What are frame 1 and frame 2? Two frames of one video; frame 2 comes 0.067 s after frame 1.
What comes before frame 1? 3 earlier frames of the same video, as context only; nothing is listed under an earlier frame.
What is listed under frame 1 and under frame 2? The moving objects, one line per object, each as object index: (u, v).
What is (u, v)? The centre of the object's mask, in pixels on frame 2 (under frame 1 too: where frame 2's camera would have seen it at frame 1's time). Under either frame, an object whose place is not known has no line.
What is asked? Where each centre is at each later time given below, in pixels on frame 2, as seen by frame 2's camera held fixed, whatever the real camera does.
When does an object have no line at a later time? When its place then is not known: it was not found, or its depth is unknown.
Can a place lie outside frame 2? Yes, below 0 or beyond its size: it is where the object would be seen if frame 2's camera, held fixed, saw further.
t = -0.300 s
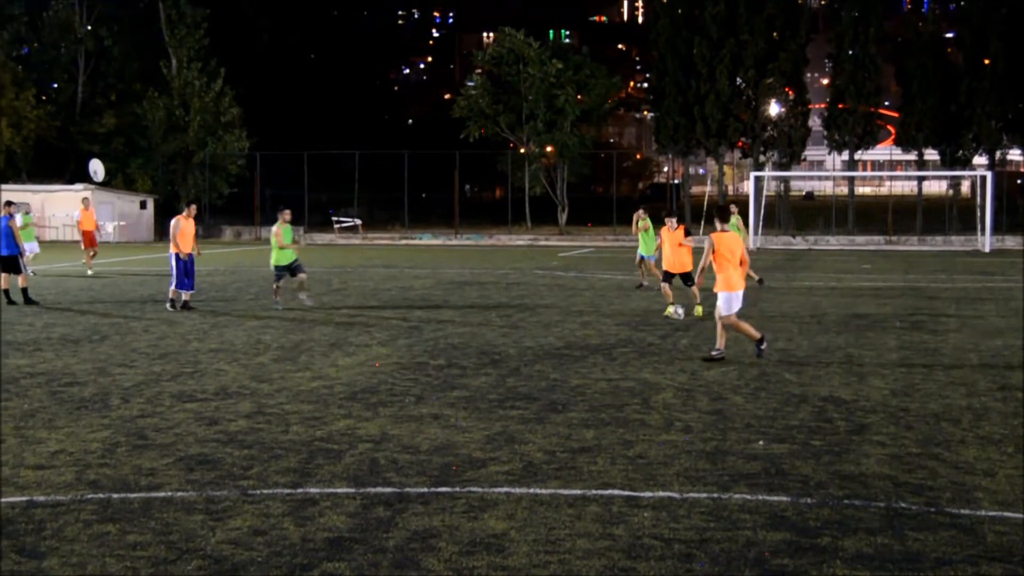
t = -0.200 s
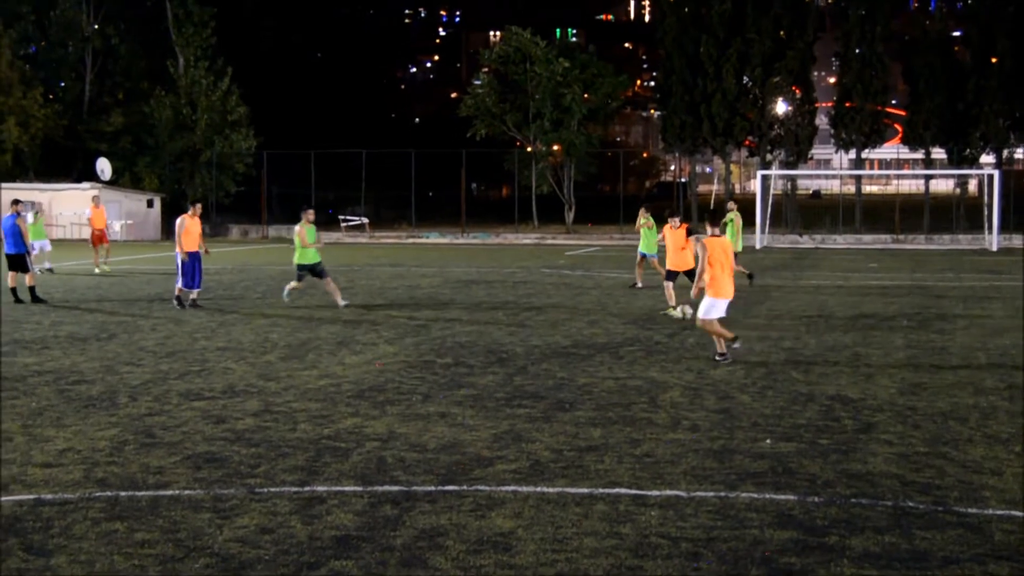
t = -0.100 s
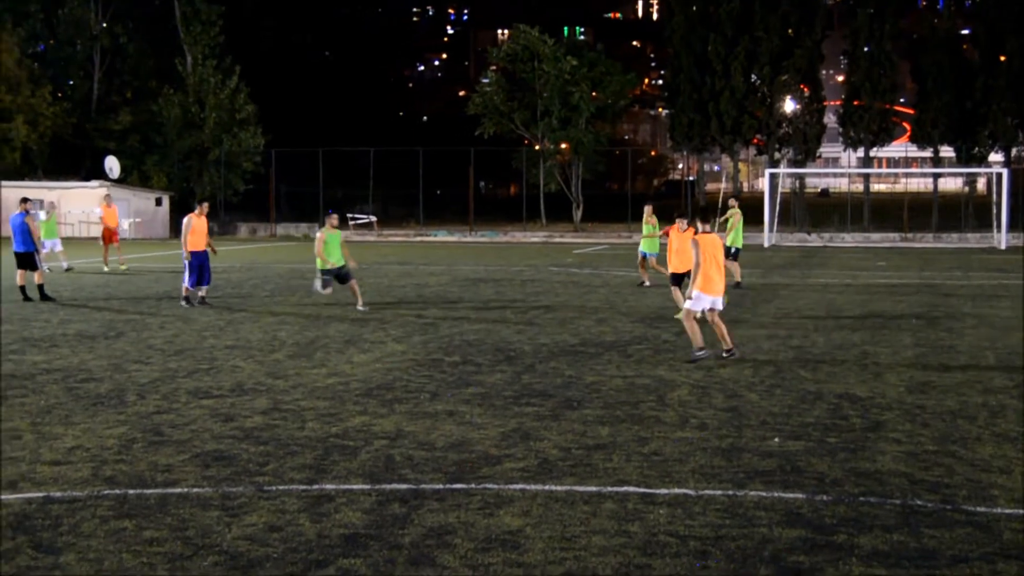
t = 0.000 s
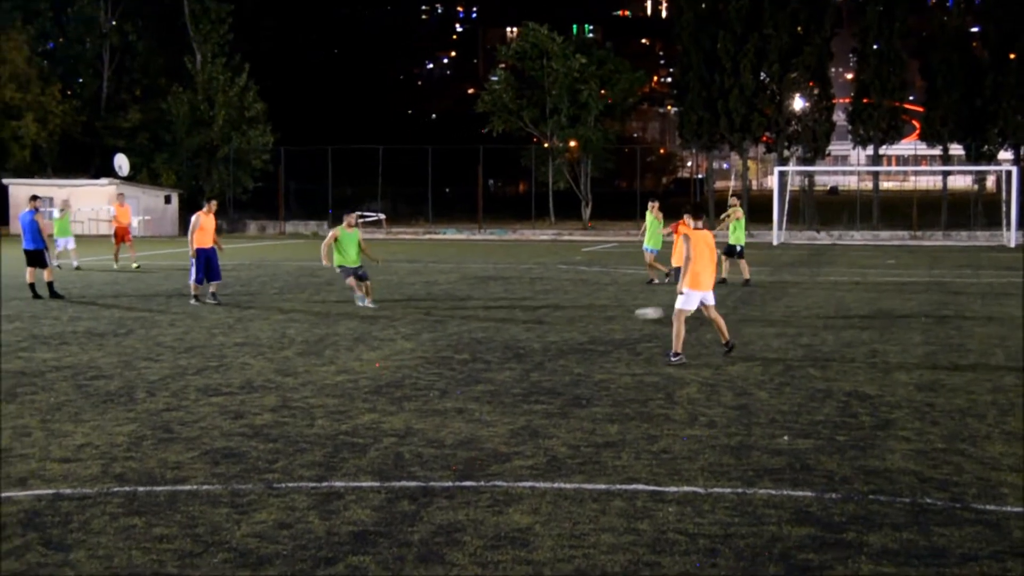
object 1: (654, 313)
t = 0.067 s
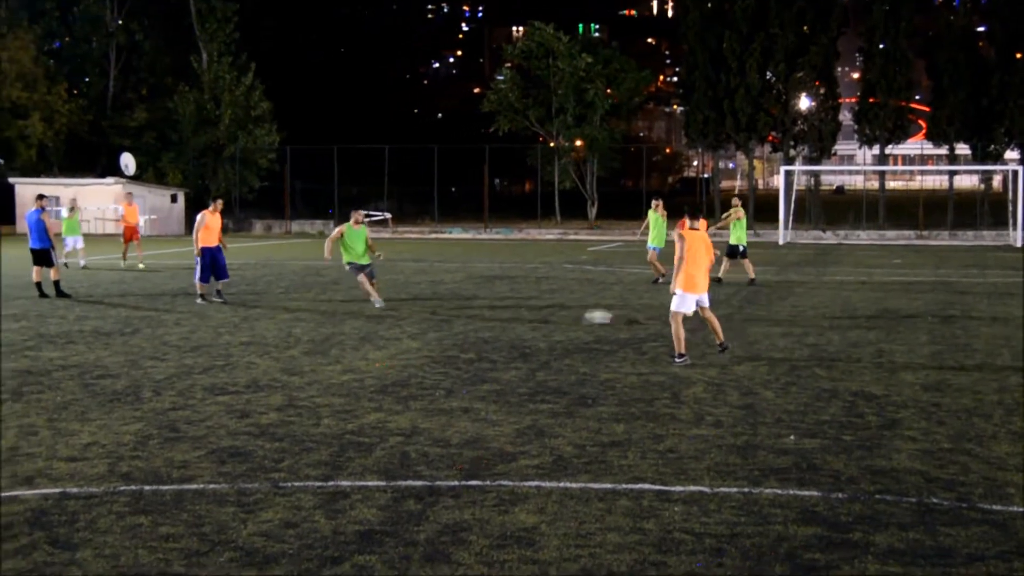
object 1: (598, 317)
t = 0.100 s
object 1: (560, 319)
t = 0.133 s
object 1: (522, 321)
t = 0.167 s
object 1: (503, 321)
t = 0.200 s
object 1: (467, 321)
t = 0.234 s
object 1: (429, 323)
